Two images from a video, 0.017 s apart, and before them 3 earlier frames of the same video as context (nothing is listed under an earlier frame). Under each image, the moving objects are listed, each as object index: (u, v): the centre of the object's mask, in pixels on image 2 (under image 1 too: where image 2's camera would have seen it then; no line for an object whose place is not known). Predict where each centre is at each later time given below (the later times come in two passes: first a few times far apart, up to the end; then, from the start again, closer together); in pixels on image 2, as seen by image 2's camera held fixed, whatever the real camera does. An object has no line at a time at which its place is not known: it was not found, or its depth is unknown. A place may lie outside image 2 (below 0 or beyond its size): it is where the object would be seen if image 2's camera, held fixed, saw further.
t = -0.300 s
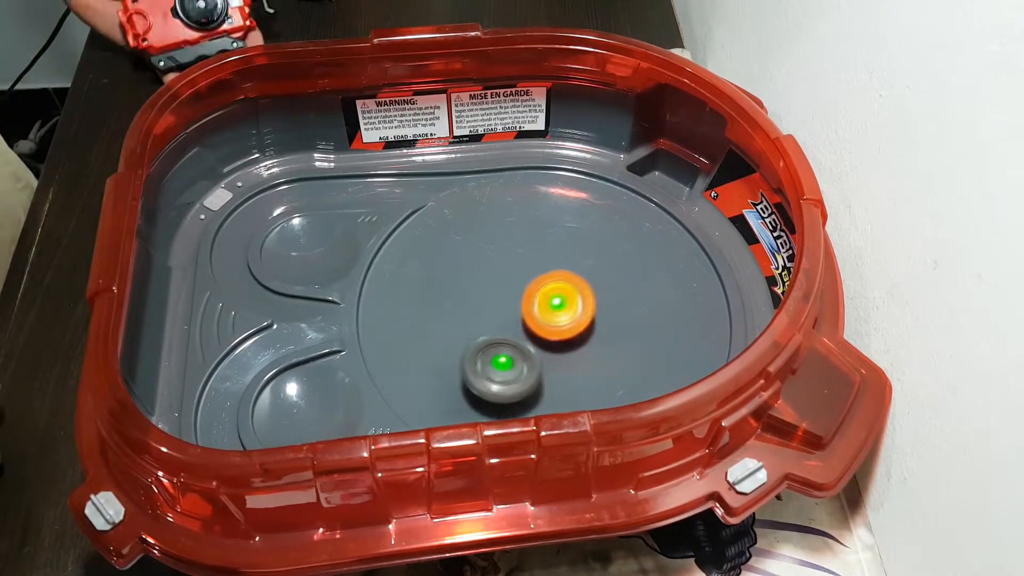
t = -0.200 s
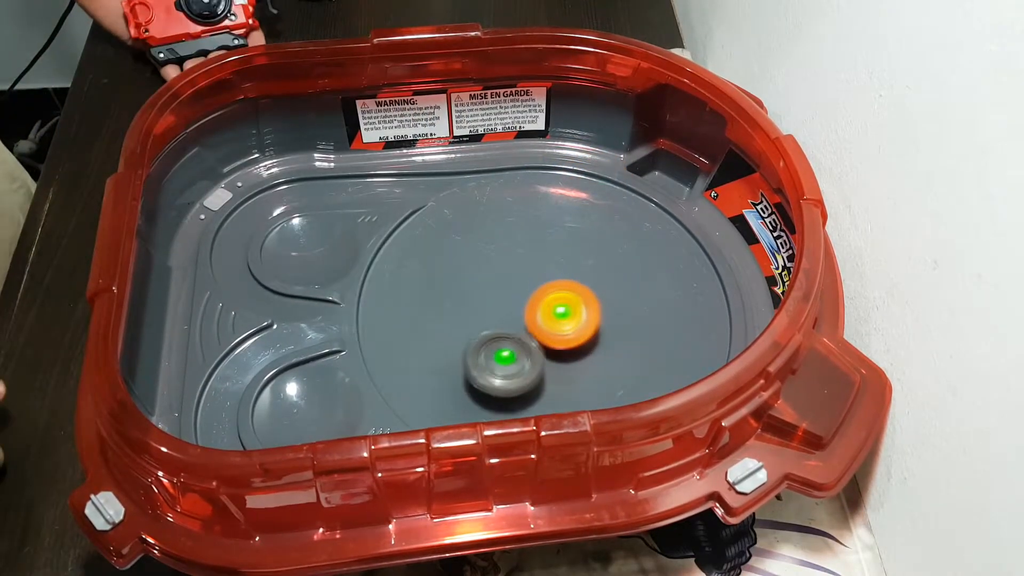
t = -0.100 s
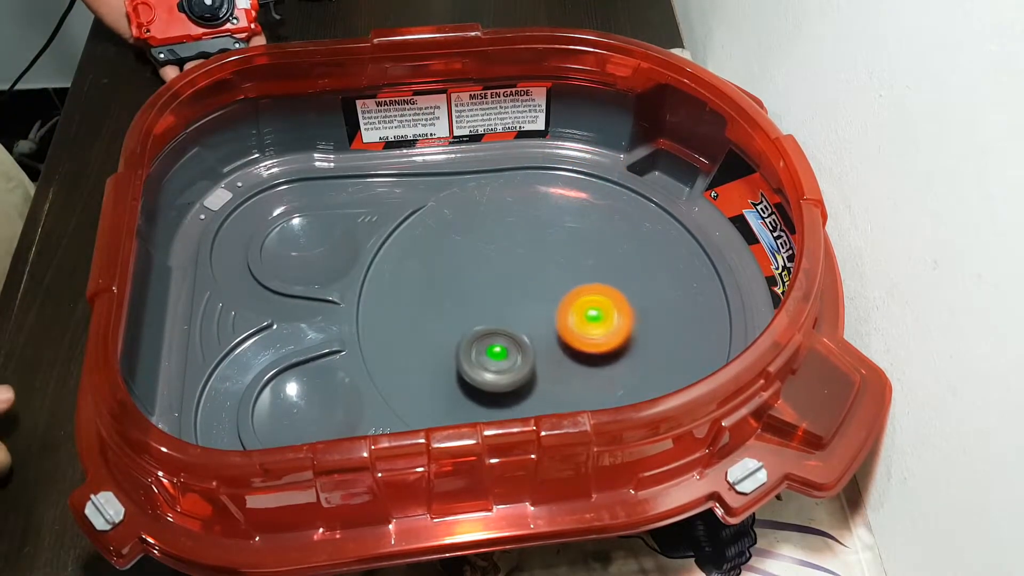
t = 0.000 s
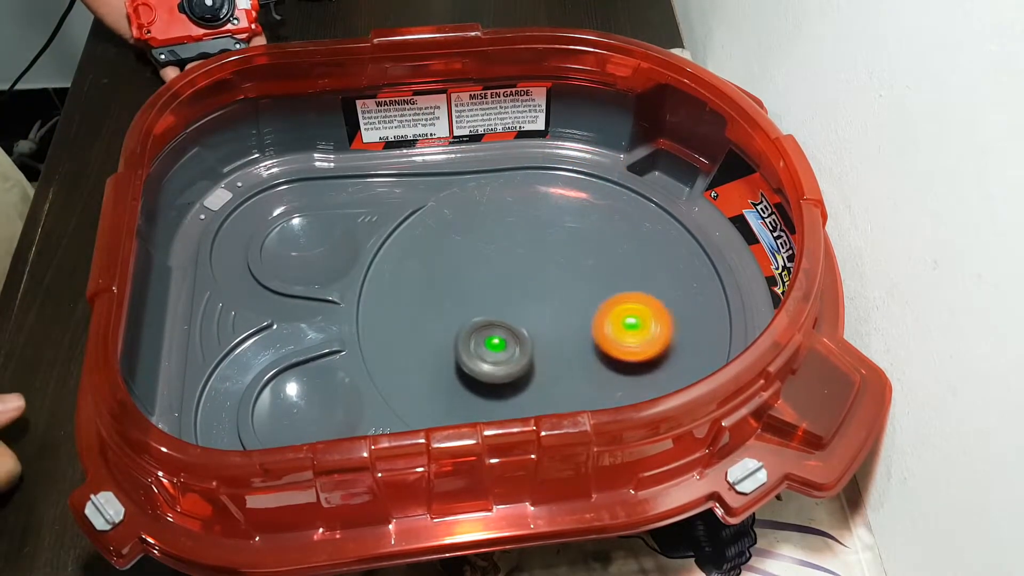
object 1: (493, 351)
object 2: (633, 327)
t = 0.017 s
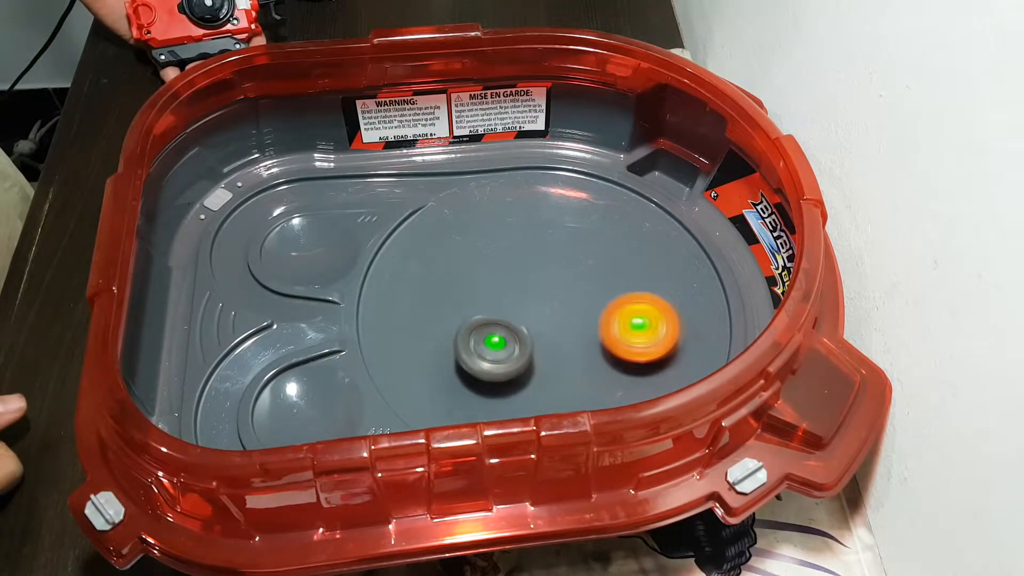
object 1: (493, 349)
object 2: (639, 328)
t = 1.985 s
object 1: (499, 248)
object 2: (563, 282)
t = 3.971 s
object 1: (610, 237)
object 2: (460, 251)
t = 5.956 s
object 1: (307, 412)
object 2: (527, 355)
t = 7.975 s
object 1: (299, 401)
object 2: (507, 261)
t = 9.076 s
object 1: (304, 400)
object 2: (495, 298)
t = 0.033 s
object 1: (493, 348)
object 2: (646, 328)
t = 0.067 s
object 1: (492, 344)
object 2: (659, 327)
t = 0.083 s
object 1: (492, 342)
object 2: (666, 326)
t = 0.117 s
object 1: (491, 338)
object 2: (677, 321)
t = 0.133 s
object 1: (491, 336)
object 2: (683, 318)
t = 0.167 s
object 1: (490, 332)
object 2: (691, 310)
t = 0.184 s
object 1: (490, 330)
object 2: (695, 305)
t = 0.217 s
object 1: (490, 325)
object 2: (699, 294)
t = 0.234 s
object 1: (490, 323)
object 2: (700, 289)
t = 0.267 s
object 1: (490, 318)
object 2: (696, 278)
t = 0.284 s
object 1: (490, 316)
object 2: (691, 273)
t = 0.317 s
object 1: (489, 311)
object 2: (678, 263)
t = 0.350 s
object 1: (489, 307)
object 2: (658, 256)
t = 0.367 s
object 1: (489, 305)
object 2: (647, 254)
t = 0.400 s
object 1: (490, 300)
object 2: (622, 253)
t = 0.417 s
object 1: (490, 298)
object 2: (609, 254)
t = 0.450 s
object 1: (490, 294)
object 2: (581, 258)
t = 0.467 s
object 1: (490, 292)
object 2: (568, 261)
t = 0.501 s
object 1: (462, 292)
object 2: (564, 264)
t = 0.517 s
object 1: (440, 295)
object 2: (569, 266)
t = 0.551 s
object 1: (400, 295)
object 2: (575, 270)
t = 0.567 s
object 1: (381, 295)
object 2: (578, 273)
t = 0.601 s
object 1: (363, 293)
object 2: (580, 281)
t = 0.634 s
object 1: (369, 294)
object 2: (579, 292)
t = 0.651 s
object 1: (374, 298)
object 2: (578, 299)
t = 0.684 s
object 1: (387, 313)
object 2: (577, 314)
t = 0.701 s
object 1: (394, 315)
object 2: (577, 321)
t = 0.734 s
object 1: (408, 320)
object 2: (579, 336)
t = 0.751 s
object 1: (417, 322)
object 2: (580, 343)
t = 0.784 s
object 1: (432, 325)
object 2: (585, 355)
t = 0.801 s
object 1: (440, 326)
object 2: (587, 360)
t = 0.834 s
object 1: (454, 326)
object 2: (594, 370)
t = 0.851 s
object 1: (462, 326)
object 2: (599, 374)
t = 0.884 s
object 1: (475, 325)
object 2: (609, 377)
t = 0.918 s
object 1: (484, 323)
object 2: (619, 378)
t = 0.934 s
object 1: (489, 321)
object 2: (625, 378)
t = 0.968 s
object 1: (495, 317)
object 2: (636, 376)
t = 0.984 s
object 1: (497, 315)
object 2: (642, 373)
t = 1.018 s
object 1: (501, 309)
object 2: (652, 368)
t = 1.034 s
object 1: (502, 305)
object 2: (657, 363)
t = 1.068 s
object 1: (504, 298)
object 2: (662, 351)
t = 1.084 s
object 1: (504, 295)
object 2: (661, 344)
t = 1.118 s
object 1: (505, 288)
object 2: (655, 329)
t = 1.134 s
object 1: (505, 285)
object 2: (650, 322)
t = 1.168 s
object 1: (505, 277)
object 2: (636, 310)
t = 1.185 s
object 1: (506, 274)
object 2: (627, 304)
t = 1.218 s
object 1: (506, 268)
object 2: (607, 296)
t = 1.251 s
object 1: (507, 262)
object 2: (585, 290)
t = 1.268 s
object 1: (506, 260)
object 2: (574, 289)
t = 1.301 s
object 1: (491, 244)
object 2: (567, 297)
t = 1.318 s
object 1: (483, 238)
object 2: (565, 302)
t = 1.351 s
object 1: (470, 224)
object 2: (558, 315)
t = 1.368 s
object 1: (464, 220)
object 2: (555, 321)
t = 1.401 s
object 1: (458, 211)
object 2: (550, 336)
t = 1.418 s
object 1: (455, 206)
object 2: (548, 344)
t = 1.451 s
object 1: (454, 204)
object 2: (547, 360)
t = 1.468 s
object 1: (454, 202)
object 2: (548, 367)
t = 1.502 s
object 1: (454, 200)
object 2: (551, 380)
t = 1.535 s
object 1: (455, 199)
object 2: (557, 386)
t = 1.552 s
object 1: (456, 199)
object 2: (562, 389)
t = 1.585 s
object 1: (457, 199)
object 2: (573, 392)
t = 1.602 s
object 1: (458, 199)
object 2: (580, 393)
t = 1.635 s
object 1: (460, 201)
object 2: (594, 394)
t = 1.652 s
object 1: (461, 203)
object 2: (602, 393)
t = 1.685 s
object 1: (465, 204)
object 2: (617, 390)
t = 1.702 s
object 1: (466, 205)
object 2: (624, 387)
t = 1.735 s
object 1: (469, 208)
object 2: (636, 381)
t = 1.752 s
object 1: (470, 211)
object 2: (641, 376)
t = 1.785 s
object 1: (474, 216)
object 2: (646, 366)
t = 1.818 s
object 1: (477, 221)
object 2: (644, 349)
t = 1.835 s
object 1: (480, 225)
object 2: (640, 340)
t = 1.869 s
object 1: (485, 232)
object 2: (627, 323)
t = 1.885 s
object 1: (487, 233)
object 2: (620, 315)
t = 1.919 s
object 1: (491, 239)
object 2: (602, 302)
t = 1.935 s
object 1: (493, 242)
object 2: (593, 295)
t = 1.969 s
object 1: (498, 247)
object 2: (573, 286)
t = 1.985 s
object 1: (499, 248)
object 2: (563, 282)
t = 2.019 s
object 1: (493, 244)
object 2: (553, 283)
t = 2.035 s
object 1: (491, 244)
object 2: (548, 285)
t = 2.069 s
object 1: (485, 242)
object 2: (538, 291)
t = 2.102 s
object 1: (480, 242)
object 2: (524, 298)
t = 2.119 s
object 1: (478, 242)
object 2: (517, 303)
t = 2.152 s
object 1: (477, 246)
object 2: (502, 313)
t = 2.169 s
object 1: (477, 249)
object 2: (495, 318)
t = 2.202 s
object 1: (478, 255)
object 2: (482, 330)
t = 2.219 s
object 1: (478, 259)
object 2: (477, 337)
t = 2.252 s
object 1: (478, 264)
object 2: (469, 351)
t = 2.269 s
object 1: (478, 268)
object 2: (468, 358)
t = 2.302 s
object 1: (479, 275)
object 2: (467, 372)
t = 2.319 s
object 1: (479, 278)
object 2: (469, 378)
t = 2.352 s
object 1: (480, 285)
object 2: (476, 390)
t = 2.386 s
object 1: (481, 292)
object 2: (487, 396)
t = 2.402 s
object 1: (482, 294)
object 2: (495, 398)
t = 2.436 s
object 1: (483, 301)
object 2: (512, 400)
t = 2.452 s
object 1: (484, 303)
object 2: (522, 400)
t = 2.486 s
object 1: (485, 310)
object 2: (544, 399)
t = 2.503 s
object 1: (485, 311)
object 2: (554, 397)
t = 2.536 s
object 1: (487, 318)
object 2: (576, 391)
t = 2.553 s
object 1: (487, 320)
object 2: (584, 387)
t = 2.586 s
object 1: (488, 325)
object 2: (597, 378)
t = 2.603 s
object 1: (489, 328)
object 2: (601, 370)
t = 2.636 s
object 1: (490, 332)
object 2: (605, 352)
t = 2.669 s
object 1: (491, 337)
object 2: (604, 332)
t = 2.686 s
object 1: (492, 339)
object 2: (601, 323)
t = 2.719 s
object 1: (493, 343)
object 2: (593, 305)
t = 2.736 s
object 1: (493, 345)
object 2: (587, 296)
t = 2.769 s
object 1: (494, 349)
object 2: (575, 280)
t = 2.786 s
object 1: (495, 350)
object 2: (568, 274)
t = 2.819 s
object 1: (496, 354)
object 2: (553, 262)
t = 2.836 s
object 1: (497, 355)
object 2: (545, 256)
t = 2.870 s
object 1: (498, 358)
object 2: (528, 248)
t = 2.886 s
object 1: (498, 359)
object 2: (520, 244)
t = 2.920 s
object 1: (499, 362)
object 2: (503, 238)
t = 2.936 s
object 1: (499, 363)
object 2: (495, 236)
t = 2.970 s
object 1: (500, 364)
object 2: (479, 234)
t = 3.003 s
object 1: (501, 366)
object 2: (463, 233)
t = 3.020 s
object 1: (501, 366)
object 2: (455, 234)
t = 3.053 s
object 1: (502, 367)
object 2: (439, 236)
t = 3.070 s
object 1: (503, 367)
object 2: (431, 238)
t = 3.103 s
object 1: (504, 367)
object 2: (417, 244)
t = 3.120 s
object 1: (504, 367)
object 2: (410, 249)
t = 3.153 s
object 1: (505, 367)
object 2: (398, 258)
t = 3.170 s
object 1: (506, 367)
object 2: (392, 264)
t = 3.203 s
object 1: (506, 366)
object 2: (384, 278)
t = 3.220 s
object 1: (508, 365)
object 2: (382, 285)
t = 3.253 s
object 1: (508, 363)
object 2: (381, 301)
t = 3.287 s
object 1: (509, 361)
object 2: (386, 320)
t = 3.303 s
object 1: (510, 359)
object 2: (391, 329)
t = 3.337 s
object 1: (510, 357)
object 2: (406, 345)
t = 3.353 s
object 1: (511, 355)
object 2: (415, 352)
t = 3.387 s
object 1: (513, 353)
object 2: (435, 364)
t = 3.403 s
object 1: (521, 350)
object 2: (439, 369)
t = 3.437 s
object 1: (539, 344)
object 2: (449, 377)
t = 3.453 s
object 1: (545, 342)
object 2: (455, 380)
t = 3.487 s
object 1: (554, 336)
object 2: (472, 383)
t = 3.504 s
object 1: (557, 334)
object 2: (482, 383)
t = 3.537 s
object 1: (561, 330)
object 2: (502, 379)
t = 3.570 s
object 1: (567, 324)
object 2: (519, 373)
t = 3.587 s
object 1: (572, 318)
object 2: (523, 370)
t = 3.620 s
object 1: (582, 307)
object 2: (532, 364)
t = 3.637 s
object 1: (586, 302)
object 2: (535, 359)
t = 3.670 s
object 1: (593, 290)
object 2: (542, 347)
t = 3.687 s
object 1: (597, 285)
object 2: (544, 340)
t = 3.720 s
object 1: (602, 275)
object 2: (545, 326)
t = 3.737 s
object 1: (603, 271)
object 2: (543, 319)
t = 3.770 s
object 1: (607, 263)
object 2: (539, 305)
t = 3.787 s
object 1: (608, 260)
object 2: (535, 298)
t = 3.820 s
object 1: (610, 253)
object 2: (526, 285)
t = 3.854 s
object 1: (611, 248)
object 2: (514, 273)
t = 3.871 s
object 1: (611, 247)
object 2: (507, 268)
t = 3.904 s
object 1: (610, 243)
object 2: (492, 260)
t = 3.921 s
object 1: (611, 242)
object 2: (485, 256)
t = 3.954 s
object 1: (610, 239)
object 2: (469, 252)
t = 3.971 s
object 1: (610, 237)
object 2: (460, 251)
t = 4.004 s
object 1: (610, 236)
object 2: (444, 252)
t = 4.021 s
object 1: (609, 234)
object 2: (436, 254)
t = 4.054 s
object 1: (609, 233)
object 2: (422, 260)
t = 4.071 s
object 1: (608, 233)
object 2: (416, 264)
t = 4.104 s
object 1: (607, 232)
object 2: (406, 276)
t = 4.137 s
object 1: (606, 232)
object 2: (402, 291)
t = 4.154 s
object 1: (606, 232)
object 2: (402, 299)
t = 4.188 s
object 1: (604, 233)
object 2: (407, 315)
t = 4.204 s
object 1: (603, 233)
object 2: (412, 324)
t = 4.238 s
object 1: (600, 235)
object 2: (426, 338)
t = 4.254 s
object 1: (598, 236)
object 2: (436, 343)
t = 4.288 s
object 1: (595, 237)
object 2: (456, 353)
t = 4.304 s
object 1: (593, 240)
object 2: (468, 355)
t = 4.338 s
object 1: (588, 243)
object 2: (491, 358)
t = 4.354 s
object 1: (587, 246)
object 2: (503, 357)
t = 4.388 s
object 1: (582, 250)
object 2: (525, 353)
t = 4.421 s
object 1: (577, 254)
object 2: (546, 345)
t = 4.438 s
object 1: (575, 255)
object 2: (556, 341)
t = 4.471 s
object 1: (571, 259)
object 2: (572, 329)
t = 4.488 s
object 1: (568, 260)
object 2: (580, 323)
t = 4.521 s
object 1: (563, 255)
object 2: (593, 318)
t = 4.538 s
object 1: (560, 254)
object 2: (598, 314)
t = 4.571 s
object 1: (555, 252)
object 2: (608, 306)
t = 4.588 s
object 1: (552, 253)
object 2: (612, 300)
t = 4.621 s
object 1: (547, 253)
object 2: (618, 287)
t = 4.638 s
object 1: (543, 254)
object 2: (619, 280)
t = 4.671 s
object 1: (538, 255)
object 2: (619, 266)
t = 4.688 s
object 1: (535, 255)
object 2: (618, 259)
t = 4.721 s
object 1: (529, 256)
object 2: (611, 245)
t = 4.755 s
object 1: (523, 257)
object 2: (600, 234)
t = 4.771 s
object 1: (520, 258)
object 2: (593, 230)
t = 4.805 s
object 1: (512, 260)
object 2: (579, 221)
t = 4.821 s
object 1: (502, 264)
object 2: (576, 217)
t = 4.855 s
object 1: (489, 268)
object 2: (566, 209)
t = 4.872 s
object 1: (483, 270)
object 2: (561, 206)
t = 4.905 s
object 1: (474, 273)
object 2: (547, 203)
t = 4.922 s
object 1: (469, 275)
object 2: (540, 204)
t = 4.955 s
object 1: (461, 278)
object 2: (525, 208)
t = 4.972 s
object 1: (458, 279)
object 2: (518, 211)
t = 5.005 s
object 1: (452, 282)
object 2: (505, 221)
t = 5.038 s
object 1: (447, 284)
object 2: (496, 235)
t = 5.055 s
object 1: (427, 290)
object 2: (501, 239)
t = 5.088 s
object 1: (394, 301)
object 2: (519, 248)
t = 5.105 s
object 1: (374, 308)
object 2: (528, 253)
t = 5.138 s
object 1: (355, 316)
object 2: (543, 263)
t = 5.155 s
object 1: (352, 319)
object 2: (551, 267)
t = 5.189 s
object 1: (349, 333)
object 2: (566, 275)
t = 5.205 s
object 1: (347, 342)
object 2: (574, 278)
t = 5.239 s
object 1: (341, 353)
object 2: (589, 283)
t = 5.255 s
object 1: (339, 362)
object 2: (597, 285)
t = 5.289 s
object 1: (330, 382)
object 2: (611, 288)
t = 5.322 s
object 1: (315, 402)
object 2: (625, 290)
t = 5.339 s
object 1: (306, 411)
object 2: (633, 290)
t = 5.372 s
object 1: (286, 418)
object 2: (646, 289)
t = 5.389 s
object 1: (282, 418)
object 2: (653, 289)
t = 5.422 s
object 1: (277, 419)
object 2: (664, 285)
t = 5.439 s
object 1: (277, 418)
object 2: (669, 283)
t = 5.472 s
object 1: (278, 415)
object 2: (676, 277)
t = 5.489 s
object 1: (280, 414)
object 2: (678, 274)
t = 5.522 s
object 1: (287, 409)
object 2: (680, 268)
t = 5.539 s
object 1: (291, 406)
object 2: (680, 265)
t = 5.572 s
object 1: (297, 398)
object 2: (674, 260)
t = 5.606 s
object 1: (306, 389)
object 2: (664, 258)
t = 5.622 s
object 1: (309, 386)
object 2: (657, 257)
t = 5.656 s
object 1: (315, 379)
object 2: (642, 259)
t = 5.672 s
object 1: (318, 377)
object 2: (634, 260)
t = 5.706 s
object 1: (323, 374)
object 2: (617, 267)
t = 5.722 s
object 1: (324, 375)
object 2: (608, 271)
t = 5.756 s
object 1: (327, 378)
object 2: (591, 280)
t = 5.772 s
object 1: (327, 380)
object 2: (584, 285)
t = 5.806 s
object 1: (324, 388)
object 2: (570, 297)
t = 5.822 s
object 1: (324, 392)
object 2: (564, 303)
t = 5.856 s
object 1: (321, 397)
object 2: (552, 316)
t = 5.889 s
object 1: (314, 403)
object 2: (542, 329)
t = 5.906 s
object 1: (312, 406)
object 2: (537, 336)
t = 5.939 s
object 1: (307, 410)
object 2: (530, 349)
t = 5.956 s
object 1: (307, 412)
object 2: (527, 355)
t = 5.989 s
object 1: (304, 412)
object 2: (522, 368)
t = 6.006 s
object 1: (305, 412)
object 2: (519, 373)
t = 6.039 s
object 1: (305, 411)
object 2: (516, 385)
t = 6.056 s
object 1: (308, 409)
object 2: (515, 389)
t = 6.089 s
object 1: (311, 406)
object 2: (514, 395)
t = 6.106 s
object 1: (313, 405)
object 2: (515, 398)
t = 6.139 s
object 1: (315, 401)
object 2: (517, 402)
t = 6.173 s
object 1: (318, 398)
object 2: (522, 406)
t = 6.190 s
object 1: (317, 398)
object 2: (525, 408)
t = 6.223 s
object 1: (320, 396)
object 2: (532, 410)
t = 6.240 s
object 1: (320, 395)
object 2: (537, 410)
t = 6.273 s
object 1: (319, 394)
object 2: (547, 409)
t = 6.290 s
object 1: (317, 394)
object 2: (553, 408)
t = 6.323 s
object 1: (319, 393)
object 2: (562, 404)
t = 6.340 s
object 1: (316, 394)
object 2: (565, 402)
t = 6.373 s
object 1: (315, 394)
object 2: (570, 396)
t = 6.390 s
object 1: (314, 394)
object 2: (571, 392)
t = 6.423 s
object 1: (312, 395)
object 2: (569, 384)
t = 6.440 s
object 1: (310, 394)
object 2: (567, 379)
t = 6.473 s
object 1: (307, 396)
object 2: (559, 363)
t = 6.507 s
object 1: (306, 396)
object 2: (549, 350)
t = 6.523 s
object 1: (304, 397)
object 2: (542, 343)
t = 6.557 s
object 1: (303, 397)
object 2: (530, 331)
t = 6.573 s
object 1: (300, 398)
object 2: (522, 325)
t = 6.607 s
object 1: (299, 399)
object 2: (509, 315)
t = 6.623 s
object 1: (297, 399)
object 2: (502, 310)
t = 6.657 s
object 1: (292, 404)
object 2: (460, 284)
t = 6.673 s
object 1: (290, 403)
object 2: (434, 273)
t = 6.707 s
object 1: (292, 402)
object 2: (384, 266)
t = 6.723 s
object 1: (296, 401)
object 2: (373, 276)
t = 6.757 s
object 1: (304, 399)
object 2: (409, 306)
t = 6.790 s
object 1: (311, 395)
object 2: (479, 305)
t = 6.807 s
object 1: (313, 395)
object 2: (509, 293)
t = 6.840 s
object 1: (311, 395)
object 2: (556, 259)
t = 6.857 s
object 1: (307, 398)
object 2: (571, 241)
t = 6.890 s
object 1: (300, 402)
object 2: (577, 203)
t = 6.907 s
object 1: (298, 402)
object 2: (563, 191)
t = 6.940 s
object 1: (294, 403)
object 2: (527, 216)
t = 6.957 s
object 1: (293, 402)
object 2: (522, 245)
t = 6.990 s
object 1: (295, 400)
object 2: (539, 301)
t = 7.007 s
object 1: (299, 399)
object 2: (555, 326)
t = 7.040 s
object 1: (305, 397)
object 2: (595, 361)
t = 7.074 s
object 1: (310, 396)
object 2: (644, 369)
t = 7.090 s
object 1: (310, 396)
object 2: (662, 359)
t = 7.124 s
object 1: (305, 399)
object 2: (639, 323)
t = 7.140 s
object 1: (302, 401)
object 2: (605, 313)
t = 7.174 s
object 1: (298, 403)
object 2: (535, 310)
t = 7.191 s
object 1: (297, 403)
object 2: (503, 313)
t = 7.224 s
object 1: (298, 402)
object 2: (446, 323)
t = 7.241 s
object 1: (299, 401)
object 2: (423, 334)
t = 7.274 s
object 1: (302, 397)
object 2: (402, 364)
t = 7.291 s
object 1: (304, 397)
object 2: (415, 376)
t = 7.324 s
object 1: (306, 395)
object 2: (470, 368)
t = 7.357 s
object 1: (306, 399)
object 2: (509, 324)
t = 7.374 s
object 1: (305, 400)
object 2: (519, 299)
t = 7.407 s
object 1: (303, 402)
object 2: (528, 253)
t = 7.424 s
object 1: (301, 404)
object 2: (527, 233)
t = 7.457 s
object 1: (299, 402)
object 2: (509, 200)
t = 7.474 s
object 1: (298, 401)
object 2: (491, 196)
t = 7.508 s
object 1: (298, 398)
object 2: (475, 229)
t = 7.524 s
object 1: (299, 397)
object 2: (485, 254)
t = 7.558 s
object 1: (303, 397)
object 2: (527, 295)
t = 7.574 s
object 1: (304, 397)
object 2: (551, 310)
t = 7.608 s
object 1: (306, 399)
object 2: (602, 329)
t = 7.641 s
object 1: (306, 400)
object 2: (651, 328)
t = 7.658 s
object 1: (305, 401)
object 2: (664, 316)
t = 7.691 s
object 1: (301, 402)
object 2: (637, 290)
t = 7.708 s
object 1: (300, 401)
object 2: (607, 289)
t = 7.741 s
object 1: (299, 400)
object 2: (548, 304)
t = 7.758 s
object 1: (298, 398)
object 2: (521, 315)
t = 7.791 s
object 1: (301, 398)
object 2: (475, 339)
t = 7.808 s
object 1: (303, 397)
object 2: (458, 354)
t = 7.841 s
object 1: (306, 398)
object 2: (447, 385)
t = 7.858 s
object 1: (306, 399)
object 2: (460, 393)
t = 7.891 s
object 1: (305, 400)
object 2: (503, 375)
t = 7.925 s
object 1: (302, 401)
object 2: (516, 329)
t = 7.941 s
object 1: (300, 402)
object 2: (515, 305)
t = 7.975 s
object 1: (299, 401)
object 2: (507, 261)
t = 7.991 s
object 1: (298, 399)
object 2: (499, 242)
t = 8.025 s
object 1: (299, 397)
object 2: (474, 216)
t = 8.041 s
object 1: (301, 396)
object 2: (458, 216)
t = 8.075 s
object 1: (304, 396)
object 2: (457, 248)
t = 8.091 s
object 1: (305, 398)
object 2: (473, 268)
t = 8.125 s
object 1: (305, 400)
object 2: (521, 295)
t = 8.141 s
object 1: (304, 400)
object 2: (546, 303)
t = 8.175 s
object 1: (301, 400)
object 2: (596, 312)
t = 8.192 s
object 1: (300, 401)
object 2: (619, 311)
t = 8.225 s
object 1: (299, 400)
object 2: (648, 295)
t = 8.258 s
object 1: (299, 397)
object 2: (627, 278)
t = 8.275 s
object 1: (299, 397)
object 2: (602, 281)
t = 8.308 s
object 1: (304, 397)
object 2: (553, 302)
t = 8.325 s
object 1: (306, 399)
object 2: (532, 315)
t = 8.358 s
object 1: (305, 399)
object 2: (496, 344)
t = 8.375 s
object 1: (305, 400)
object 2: (483, 359)
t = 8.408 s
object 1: (302, 401)
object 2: (476, 386)
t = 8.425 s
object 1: (300, 401)
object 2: (488, 392)
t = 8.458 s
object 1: (299, 401)
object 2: (515, 372)
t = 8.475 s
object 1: (299, 398)
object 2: (518, 352)
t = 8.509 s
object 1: (301, 397)
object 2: (508, 309)
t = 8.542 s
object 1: (304, 396)
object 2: (491, 272)
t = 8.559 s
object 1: (304, 397)
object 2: (480, 256)
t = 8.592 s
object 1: (305, 399)
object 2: (453, 237)
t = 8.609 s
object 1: (304, 400)
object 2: (443, 242)
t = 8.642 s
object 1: (301, 401)
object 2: (458, 269)
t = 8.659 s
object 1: (301, 401)
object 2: (479, 281)
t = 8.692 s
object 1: (301, 400)
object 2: (527, 291)
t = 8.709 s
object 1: (301, 399)
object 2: (551, 293)
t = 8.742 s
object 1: (301, 398)
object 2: (593, 290)
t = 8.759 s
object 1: (302, 398)
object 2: (610, 285)
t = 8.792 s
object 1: (303, 399)
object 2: (623, 267)
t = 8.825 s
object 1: (304, 401)
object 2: (595, 268)
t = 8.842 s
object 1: (303, 401)
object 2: (576, 278)
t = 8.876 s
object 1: (302, 401)
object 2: (546, 309)
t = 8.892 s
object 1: (302, 401)
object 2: (534, 326)
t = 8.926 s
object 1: (301, 399)
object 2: (517, 360)
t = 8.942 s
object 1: (300, 397)
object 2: (515, 374)
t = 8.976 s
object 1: (301, 397)
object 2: (530, 387)
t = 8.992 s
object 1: (302, 397)
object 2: (538, 381)
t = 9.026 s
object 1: (304, 399)
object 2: (533, 348)
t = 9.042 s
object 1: (304, 400)
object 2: (522, 330)
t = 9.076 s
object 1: (304, 400)
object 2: (495, 298)
